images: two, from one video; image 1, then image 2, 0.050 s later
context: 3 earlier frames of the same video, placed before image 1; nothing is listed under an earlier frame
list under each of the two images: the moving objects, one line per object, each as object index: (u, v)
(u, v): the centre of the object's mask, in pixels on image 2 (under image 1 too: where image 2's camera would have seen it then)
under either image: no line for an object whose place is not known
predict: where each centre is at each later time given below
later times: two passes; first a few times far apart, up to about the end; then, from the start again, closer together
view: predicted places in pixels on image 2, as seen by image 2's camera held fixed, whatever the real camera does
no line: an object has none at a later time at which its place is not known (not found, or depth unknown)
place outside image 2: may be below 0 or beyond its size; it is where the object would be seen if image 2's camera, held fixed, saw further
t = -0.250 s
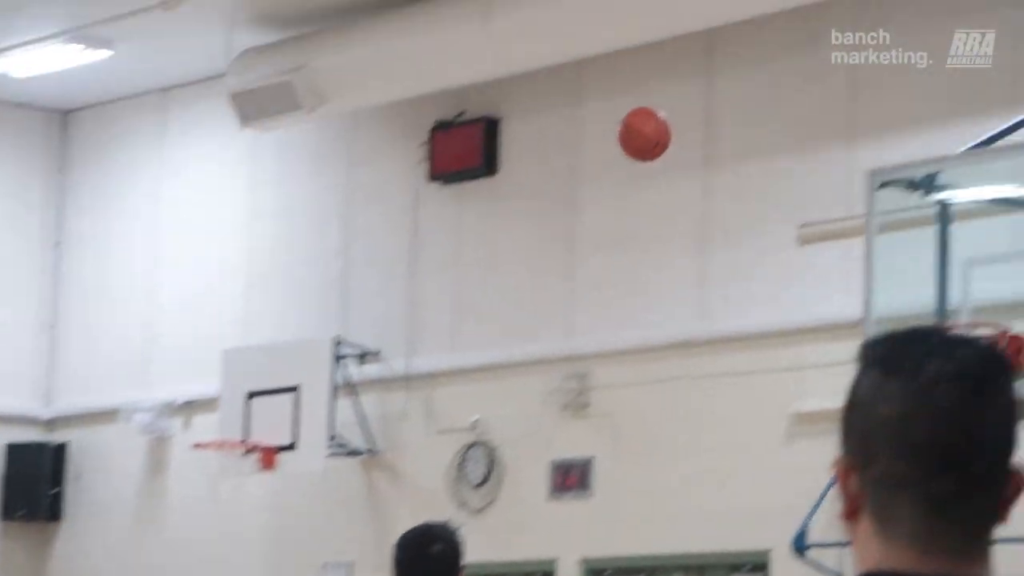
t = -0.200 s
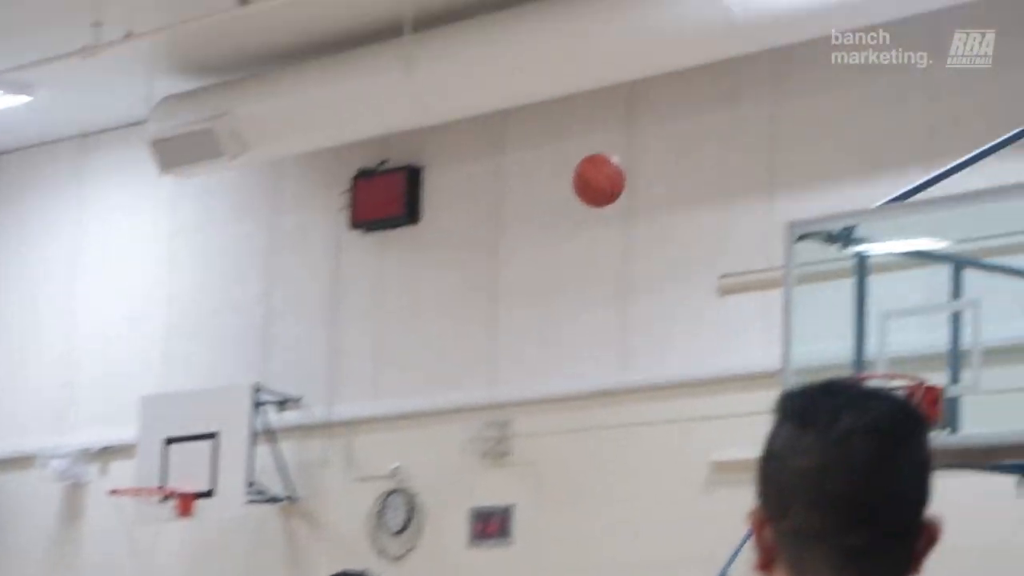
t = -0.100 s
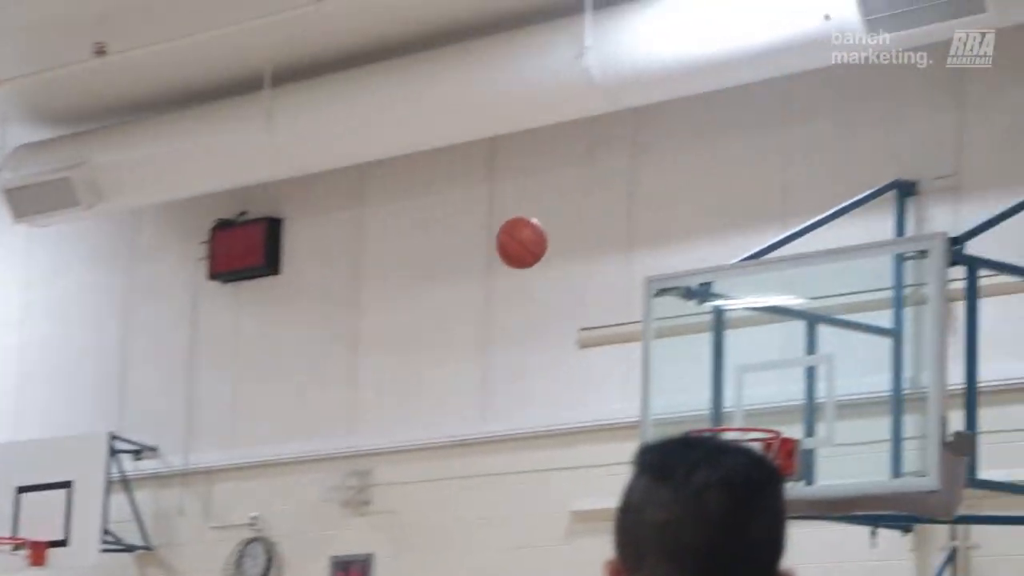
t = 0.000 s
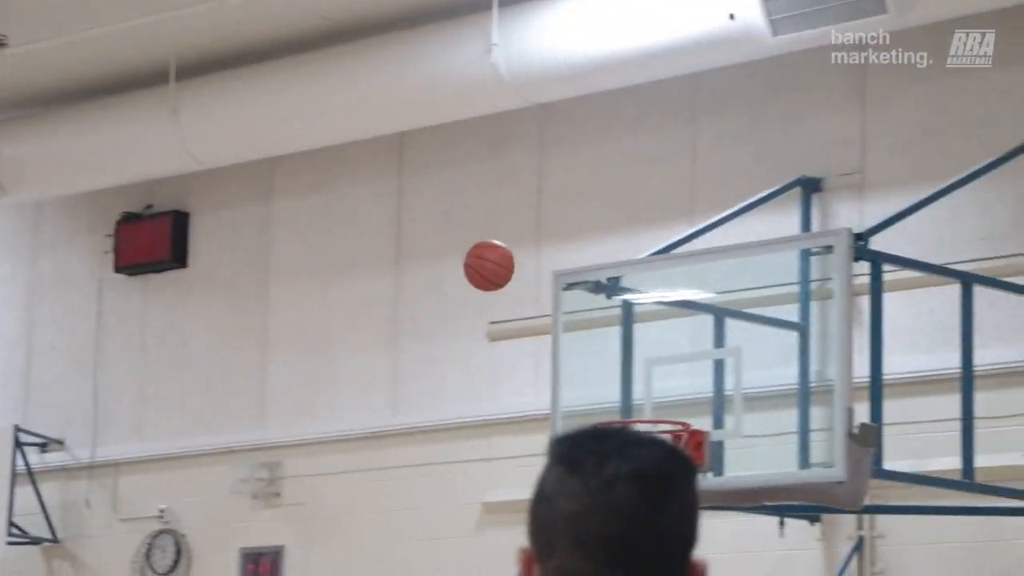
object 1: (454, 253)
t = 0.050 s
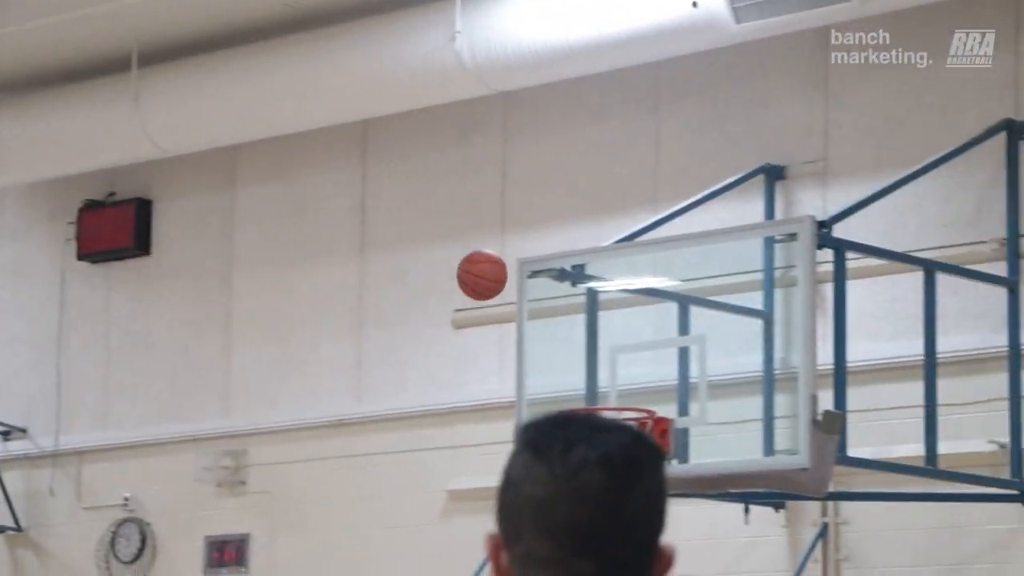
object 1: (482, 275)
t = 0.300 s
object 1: (601, 376)
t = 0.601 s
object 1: (615, 384)
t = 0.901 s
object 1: (602, 398)
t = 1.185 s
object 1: (618, 492)
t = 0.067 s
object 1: (491, 283)
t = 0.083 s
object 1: (500, 293)
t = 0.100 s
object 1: (508, 302)
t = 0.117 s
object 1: (517, 312)
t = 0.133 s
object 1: (526, 322)
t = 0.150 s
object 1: (535, 333)
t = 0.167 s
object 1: (544, 344)
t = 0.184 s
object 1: (553, 356)
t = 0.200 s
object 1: (561, 369)
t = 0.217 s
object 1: (570, 381)
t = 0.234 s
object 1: (576, 386)
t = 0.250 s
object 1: (582, 383)
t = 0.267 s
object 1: (588, 381)
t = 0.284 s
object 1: (594, 378)
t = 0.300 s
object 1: (601, 376)
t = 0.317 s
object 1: (606, 375)
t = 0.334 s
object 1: (612, 374)
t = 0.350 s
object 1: (619, 374)
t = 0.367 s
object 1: (625, 374)
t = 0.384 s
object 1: (631, 374)
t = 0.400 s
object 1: (637, 376)
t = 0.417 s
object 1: (643, 378)
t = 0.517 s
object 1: (633, 376)
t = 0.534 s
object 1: (630, 377)
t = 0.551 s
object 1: (626, 378)
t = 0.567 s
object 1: (623, 380)
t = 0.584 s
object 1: (619, 382)
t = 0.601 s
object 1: (615, 384)
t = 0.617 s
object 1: (612, 386)
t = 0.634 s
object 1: (608, 388)
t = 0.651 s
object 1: (605, 390)
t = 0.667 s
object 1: (602, 390)
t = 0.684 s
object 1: (600, 390)
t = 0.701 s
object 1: (597, 389)
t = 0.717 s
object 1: (594, 390)
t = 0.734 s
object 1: (592, 391)
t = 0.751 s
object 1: (589, 391)
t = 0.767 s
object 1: (586, 392)
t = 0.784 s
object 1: (583, 394)
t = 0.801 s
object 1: (581, 395)
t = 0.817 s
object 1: (581, 396)
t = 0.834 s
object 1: (585, 396)
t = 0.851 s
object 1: (589, 396)
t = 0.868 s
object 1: (594, 396)
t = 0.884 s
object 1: (598, 397)
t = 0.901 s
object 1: (602, 398)
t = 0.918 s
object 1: (611, 405)
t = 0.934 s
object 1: (615, 409)
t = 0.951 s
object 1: (620, 413)
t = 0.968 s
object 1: (624, 419)
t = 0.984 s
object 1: (626, 424)
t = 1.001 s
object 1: (626, 427)
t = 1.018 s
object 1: (626, 431)
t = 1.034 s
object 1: (625, 437)
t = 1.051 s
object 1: (623, 443)
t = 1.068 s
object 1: (622, 448)
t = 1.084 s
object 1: (623, 455)
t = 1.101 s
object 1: (622, 461)
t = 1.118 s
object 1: (623, 466)
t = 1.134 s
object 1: (622, 471)
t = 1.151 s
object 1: (621, 477)
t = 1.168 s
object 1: (619, 484)
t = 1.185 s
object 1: (618, 492)
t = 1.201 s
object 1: (618, 500)
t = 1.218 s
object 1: (618, 507)
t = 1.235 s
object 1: (617, 516)
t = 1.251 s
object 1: (617, 527)
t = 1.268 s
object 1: (616, 537)
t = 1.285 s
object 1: (616, 548)
